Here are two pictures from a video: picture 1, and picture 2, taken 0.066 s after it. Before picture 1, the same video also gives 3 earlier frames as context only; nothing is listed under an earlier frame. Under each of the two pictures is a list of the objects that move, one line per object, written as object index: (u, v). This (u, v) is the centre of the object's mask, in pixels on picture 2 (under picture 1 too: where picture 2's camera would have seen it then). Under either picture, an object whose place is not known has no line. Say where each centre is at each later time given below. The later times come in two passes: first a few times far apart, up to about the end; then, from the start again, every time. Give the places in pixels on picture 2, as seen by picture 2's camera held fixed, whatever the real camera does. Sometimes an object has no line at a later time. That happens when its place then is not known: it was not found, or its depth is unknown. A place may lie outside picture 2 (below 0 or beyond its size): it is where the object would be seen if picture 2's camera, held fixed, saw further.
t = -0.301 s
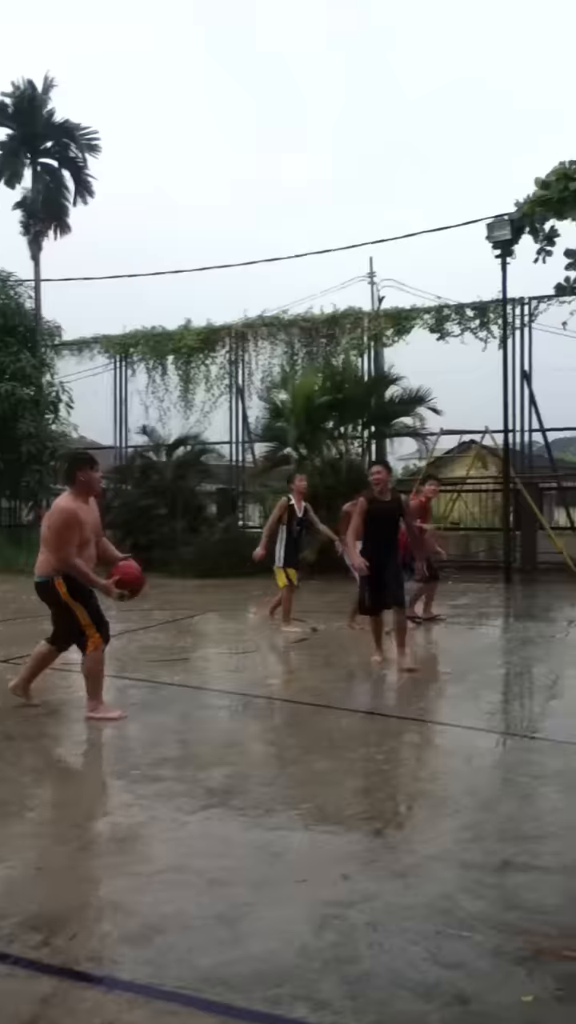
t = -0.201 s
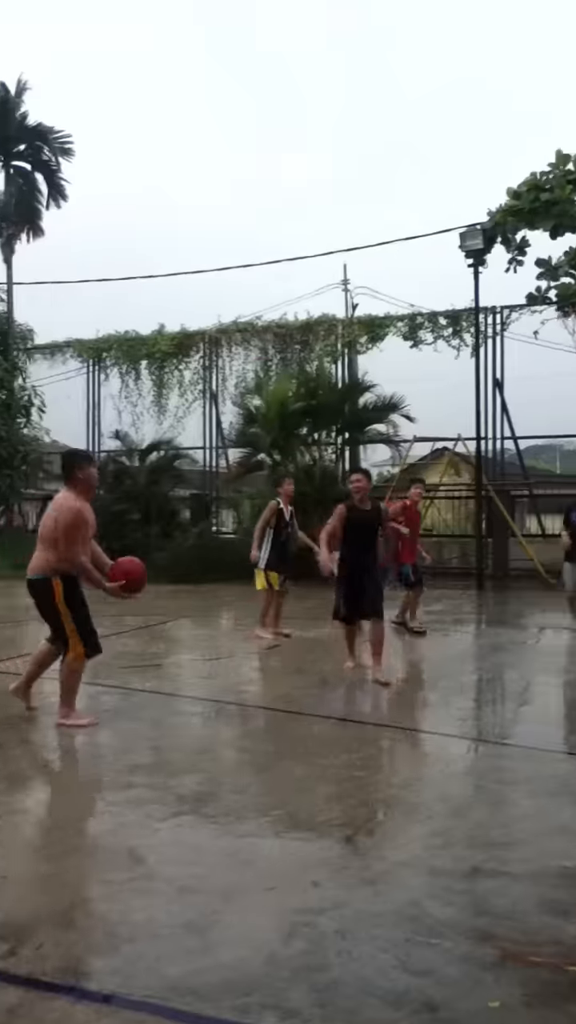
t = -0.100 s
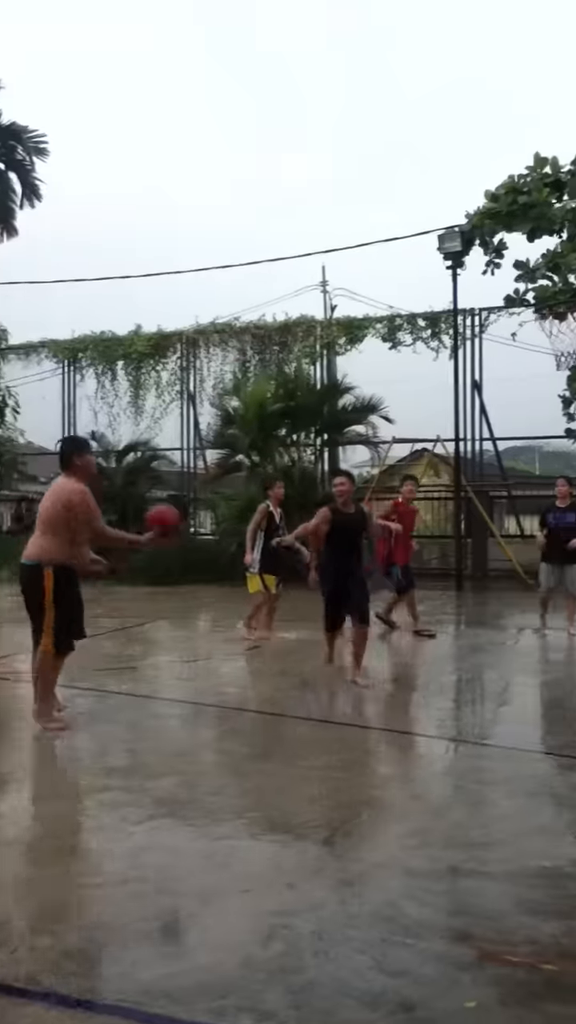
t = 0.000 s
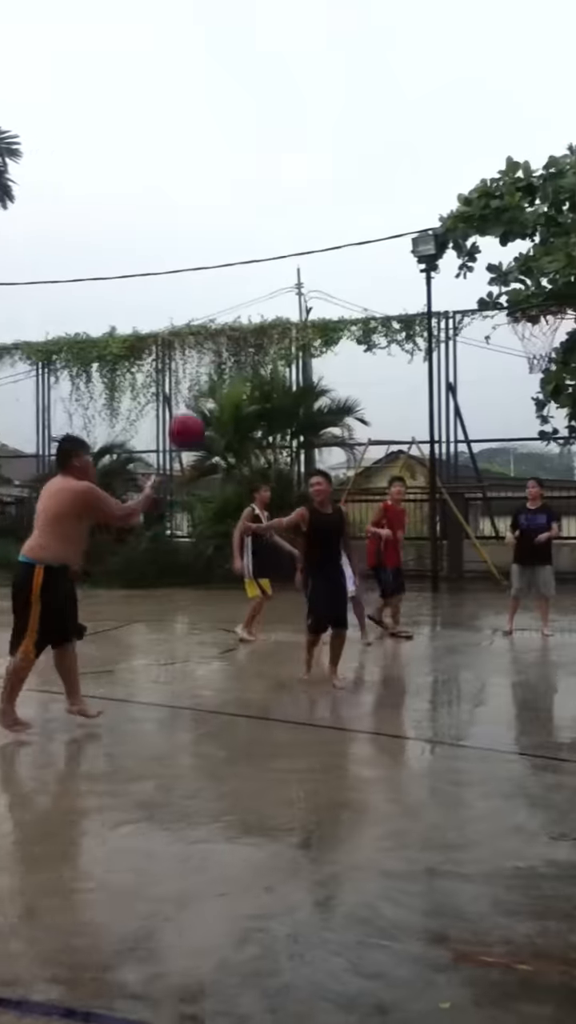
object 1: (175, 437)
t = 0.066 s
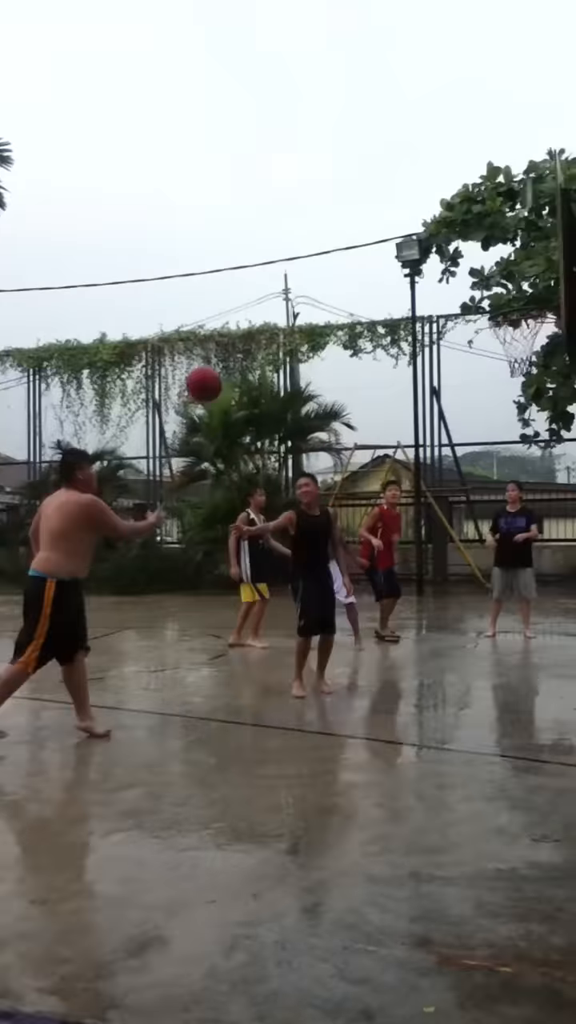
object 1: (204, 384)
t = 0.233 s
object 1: (266, 287)
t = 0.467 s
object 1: (344, 229)
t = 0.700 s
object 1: (411, 246)
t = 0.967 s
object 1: (479, 333)
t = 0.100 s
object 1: (216, 360)
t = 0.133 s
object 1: (228, 339)
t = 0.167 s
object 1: (242, 319)
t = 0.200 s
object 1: (254, 302)
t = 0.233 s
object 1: (266, 287)
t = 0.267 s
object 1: (277, 274)
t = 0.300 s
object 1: (288, 262)
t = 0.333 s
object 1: (300, 252)
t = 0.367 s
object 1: (311, 244)
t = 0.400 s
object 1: (322, 238)
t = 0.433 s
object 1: (333, 233)
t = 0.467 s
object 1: (344, 229)
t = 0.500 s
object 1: (353, 228)
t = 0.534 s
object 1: (363, 228)
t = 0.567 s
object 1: (374, 228)
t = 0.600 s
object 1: (383, 231)
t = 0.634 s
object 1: (392, 235)
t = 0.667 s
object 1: (401, 239)
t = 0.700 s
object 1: (411, 246)
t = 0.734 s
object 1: (421, 251)
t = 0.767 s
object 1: (428, 260)
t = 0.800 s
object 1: (438, 270)
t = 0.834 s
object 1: (446, 282)
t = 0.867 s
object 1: (454, 292)
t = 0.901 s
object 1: (462, 304)
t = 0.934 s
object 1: (471, 318)
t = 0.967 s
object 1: (479, 333)
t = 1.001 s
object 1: (484, 348)
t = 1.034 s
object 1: (491, 365)
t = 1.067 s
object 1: (499, 381)
